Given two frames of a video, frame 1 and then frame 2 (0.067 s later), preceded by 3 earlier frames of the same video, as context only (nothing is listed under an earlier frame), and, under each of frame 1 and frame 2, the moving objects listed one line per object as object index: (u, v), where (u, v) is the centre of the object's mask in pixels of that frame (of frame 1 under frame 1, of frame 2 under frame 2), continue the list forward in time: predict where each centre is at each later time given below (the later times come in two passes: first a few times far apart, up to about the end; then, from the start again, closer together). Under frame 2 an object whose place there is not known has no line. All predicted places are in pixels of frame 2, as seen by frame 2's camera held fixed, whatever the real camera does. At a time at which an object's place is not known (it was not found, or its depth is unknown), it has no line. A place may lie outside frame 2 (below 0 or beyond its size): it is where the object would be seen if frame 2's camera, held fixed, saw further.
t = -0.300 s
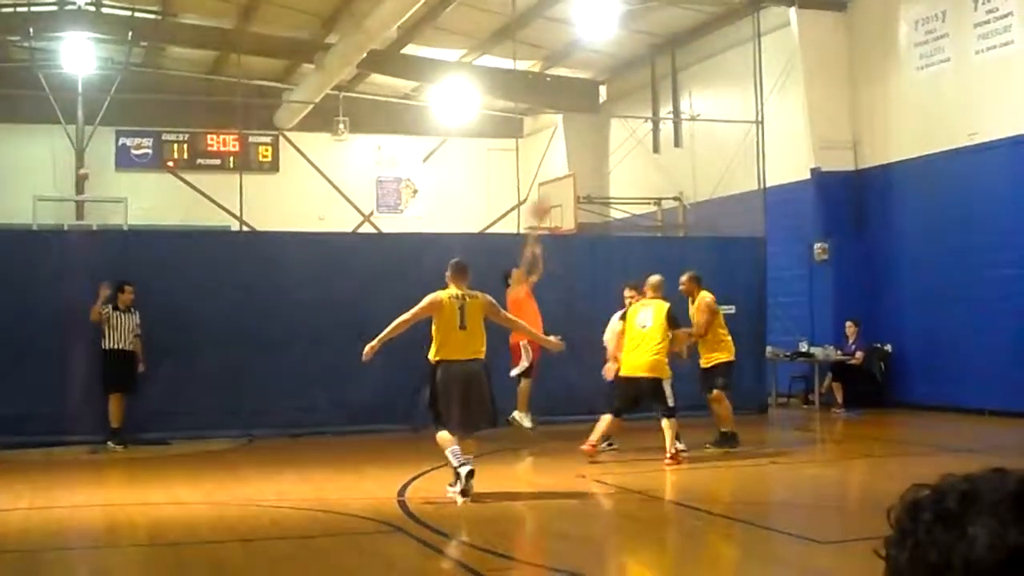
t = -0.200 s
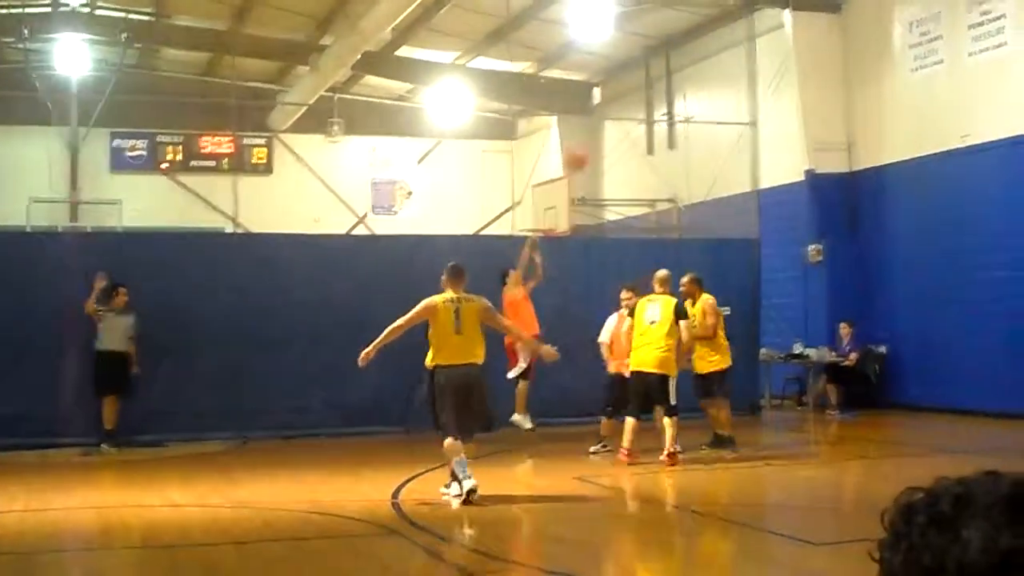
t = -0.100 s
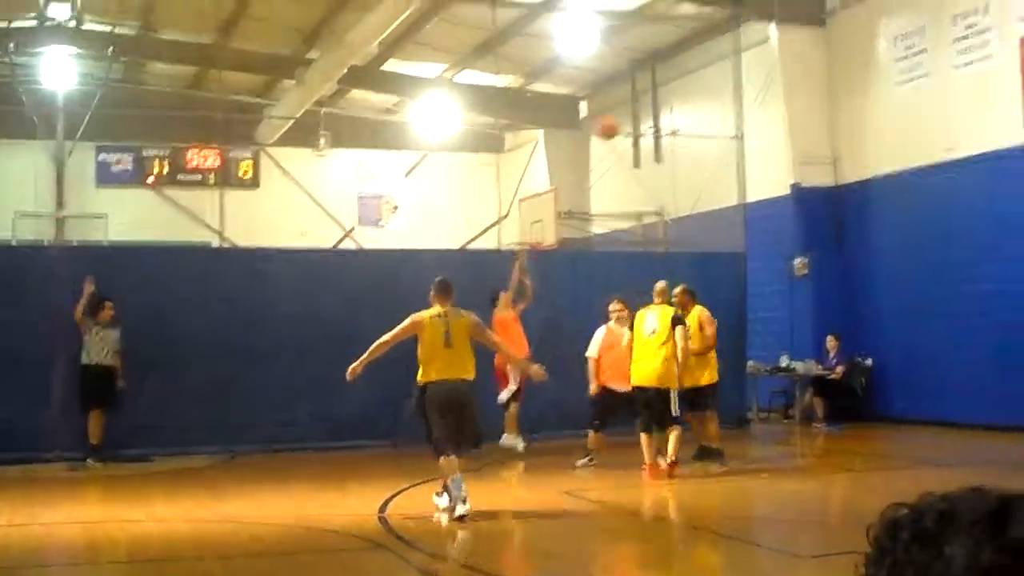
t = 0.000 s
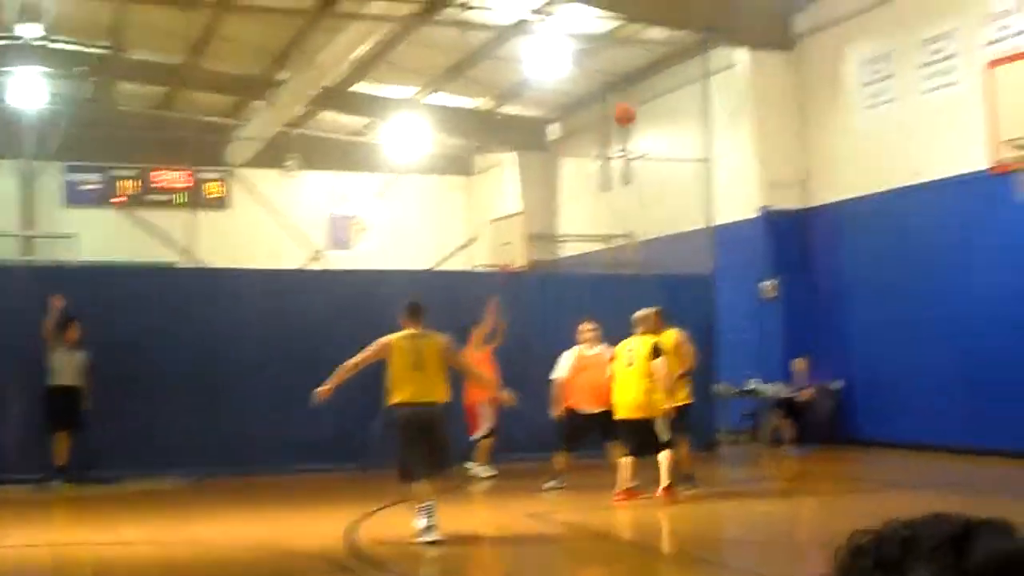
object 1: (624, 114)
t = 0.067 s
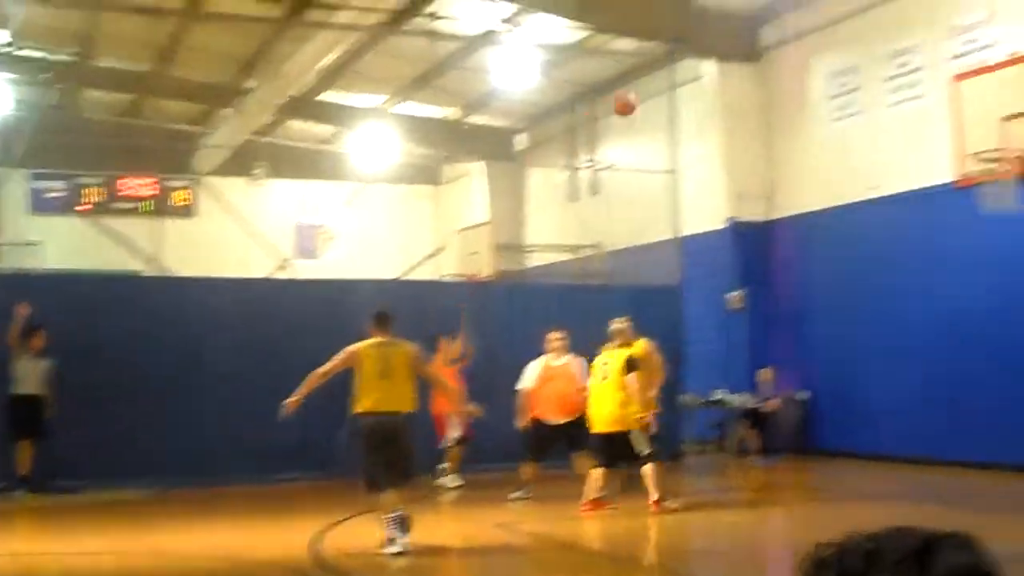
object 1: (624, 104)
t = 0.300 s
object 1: (739, 64)
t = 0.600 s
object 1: (913, 93)
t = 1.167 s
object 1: (1037, 269)
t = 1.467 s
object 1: (1092, 479)
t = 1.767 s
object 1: (1132, 369)
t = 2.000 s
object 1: (1165, 308)
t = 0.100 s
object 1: (640, 96)
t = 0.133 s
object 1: (656, 88)
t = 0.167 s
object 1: (672, 81)
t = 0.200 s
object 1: (689, 76)
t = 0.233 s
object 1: (705, 71)
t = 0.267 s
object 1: (721, 67)
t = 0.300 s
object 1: (739, 64)
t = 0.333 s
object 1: (757, 62)
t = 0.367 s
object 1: (774, 62)
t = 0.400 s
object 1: (795, 64)
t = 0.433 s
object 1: (812, 65)
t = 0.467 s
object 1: (832, 68)
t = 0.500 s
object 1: (850, 73)
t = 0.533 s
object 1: (869, 77)
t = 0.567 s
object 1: (891, 84)
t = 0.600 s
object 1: (913, 93)
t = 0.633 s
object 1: (933, 102)
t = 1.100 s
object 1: (1027, 239)
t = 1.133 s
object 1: (1032, 254)
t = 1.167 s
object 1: (1037, 269)
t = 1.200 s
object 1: (1043, 287)
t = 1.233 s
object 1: (1048, 305)
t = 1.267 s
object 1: (1054, 325)
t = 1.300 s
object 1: (1060, 346)
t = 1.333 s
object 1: (1067, 369)
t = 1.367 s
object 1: (1073, 393)
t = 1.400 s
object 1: (1079, 422)
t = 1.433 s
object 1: (1085, 446)
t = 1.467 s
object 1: (1092, 479)
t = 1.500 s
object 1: (1096, 512)
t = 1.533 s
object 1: (1101, 499)
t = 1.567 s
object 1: (1106, 477)
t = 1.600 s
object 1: (1110, 452)
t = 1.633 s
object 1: (1114, 434)
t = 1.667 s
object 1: (1118, 416)
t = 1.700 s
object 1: (1122, 399)
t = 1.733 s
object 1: (1128, 384)
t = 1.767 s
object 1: (1132, 369)
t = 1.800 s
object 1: (1136, 356)
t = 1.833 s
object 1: (1141, 344)
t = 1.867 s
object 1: (1146, 334)
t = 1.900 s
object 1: (1150, 326)
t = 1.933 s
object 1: (1155, 319)
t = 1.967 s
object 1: (1158, 313)
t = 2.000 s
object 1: (1165, 308)
